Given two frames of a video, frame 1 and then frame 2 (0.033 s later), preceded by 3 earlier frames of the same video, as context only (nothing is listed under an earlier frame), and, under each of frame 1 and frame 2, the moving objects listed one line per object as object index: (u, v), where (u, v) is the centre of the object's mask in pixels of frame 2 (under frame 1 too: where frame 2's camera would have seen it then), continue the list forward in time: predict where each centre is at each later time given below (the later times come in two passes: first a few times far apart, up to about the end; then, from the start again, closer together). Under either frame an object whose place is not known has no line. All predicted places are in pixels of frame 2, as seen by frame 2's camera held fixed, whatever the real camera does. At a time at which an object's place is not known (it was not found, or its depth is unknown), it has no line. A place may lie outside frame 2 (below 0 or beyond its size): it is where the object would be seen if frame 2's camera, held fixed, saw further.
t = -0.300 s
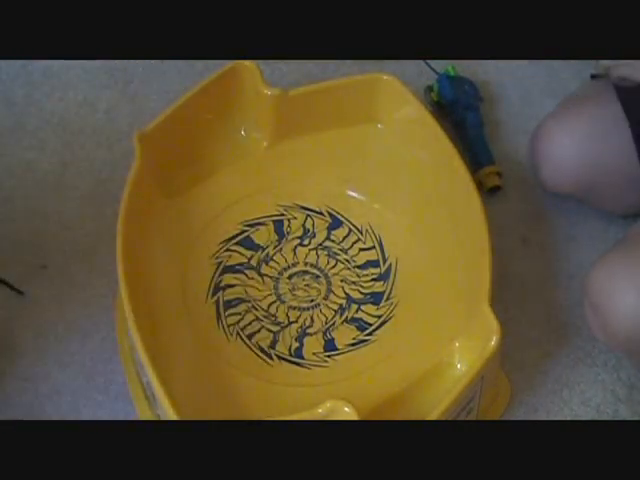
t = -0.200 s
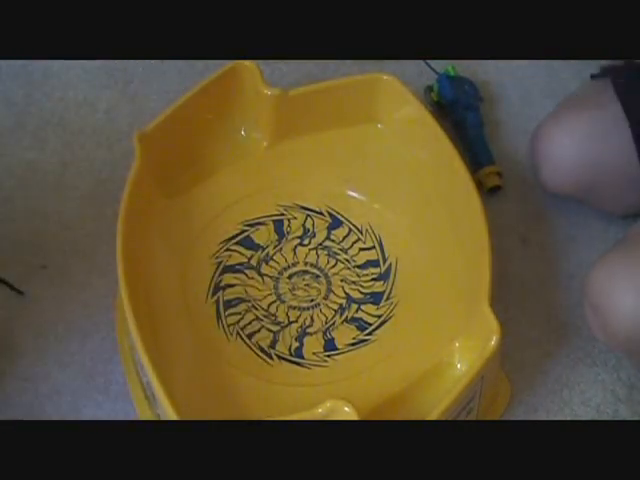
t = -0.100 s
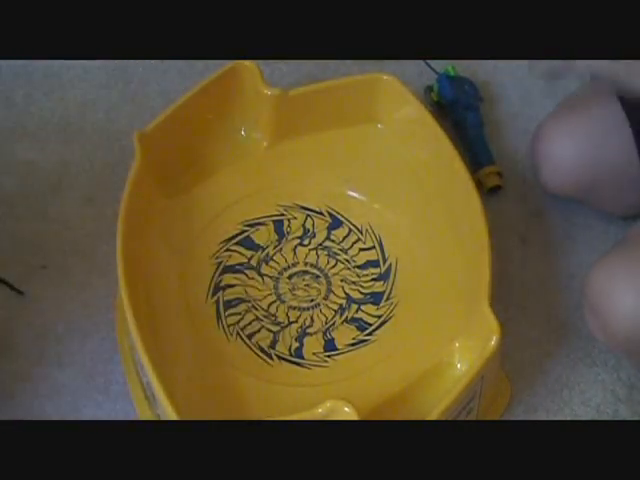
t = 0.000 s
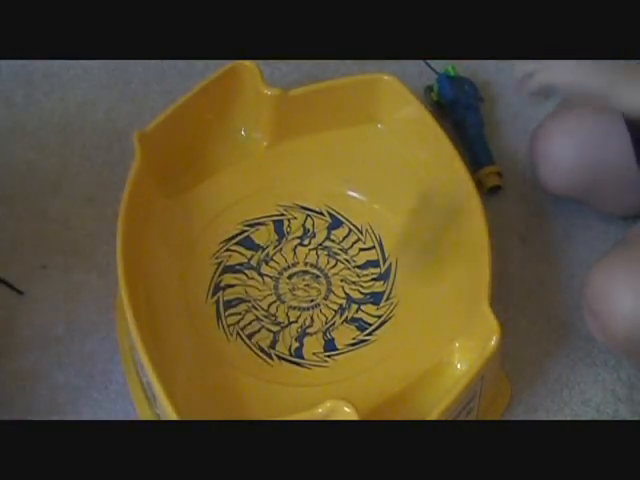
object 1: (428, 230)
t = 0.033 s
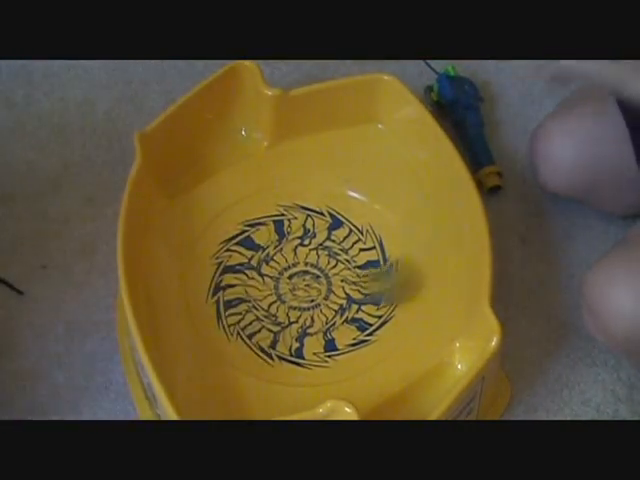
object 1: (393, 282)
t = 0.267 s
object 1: (203, 357)
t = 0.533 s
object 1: (314, 350)
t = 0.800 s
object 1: (359, 294)
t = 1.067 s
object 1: (350, 280)
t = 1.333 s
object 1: (342, 282)
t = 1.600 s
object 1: (332, 284)
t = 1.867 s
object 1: (316, 284)
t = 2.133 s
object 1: (303, 279)
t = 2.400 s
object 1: (294, 271)
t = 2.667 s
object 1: (289, 261)
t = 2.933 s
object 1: (289, 252)
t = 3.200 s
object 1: (293, 248)
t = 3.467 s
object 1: (299, 249)
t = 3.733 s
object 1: (306, 255)
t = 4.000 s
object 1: (308, 263)
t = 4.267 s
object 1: (306, 273)
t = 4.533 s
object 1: (298, 281)
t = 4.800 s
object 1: (292, 286)
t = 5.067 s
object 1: (283, 286)
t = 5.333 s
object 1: (275, 280)
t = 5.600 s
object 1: (276, 273)
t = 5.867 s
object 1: (280, 267)
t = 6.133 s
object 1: (289, 264)
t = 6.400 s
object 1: (300, 265)
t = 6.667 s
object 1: (306, 270)
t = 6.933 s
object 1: (311, 278)
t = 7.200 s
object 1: (307, 285)
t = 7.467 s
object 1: (302, 289)
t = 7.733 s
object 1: (295, 288)
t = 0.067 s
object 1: (357, 291)
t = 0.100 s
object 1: (308, 316)
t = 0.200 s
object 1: (190, 359)
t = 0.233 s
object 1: (190, 355)
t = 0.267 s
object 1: (203, 357)
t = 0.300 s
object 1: (218, 363)
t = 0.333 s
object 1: (234, 371)
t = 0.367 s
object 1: (247, 365)
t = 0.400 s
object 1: (261, 364)
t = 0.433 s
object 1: (276, 368)
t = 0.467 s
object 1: (290, 360)
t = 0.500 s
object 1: (303, 357)
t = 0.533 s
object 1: (314, 350)
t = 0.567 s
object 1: (326, 343)
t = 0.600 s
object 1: (336, 334)
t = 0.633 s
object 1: (341, 328)
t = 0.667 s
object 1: (347, 321)
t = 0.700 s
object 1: (352, 314)
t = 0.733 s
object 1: (356, 307)
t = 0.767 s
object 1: (358, 300)
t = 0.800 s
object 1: (359, 294)
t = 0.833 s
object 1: (359, 291)
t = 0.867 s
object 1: (359, 288)
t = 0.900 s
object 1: (358, 285)
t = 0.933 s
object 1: (356, 284)
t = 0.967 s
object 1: (355, 283)
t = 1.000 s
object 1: (353, 282)
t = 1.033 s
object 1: (352, 281)
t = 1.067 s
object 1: (350, 280)
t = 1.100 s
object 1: (349, 280)
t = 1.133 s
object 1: (349, 281)
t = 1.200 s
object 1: (345, 280)
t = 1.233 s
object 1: (344, 280)
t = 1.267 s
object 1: (343, 281)
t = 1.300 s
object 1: (342, 281)
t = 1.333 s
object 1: (342, 282)
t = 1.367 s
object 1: (340, 282)
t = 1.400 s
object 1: (340, 283)
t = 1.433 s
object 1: (339, 283)
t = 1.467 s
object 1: (337, 283)
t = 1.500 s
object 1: (335, 284)
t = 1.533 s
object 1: (335, 285)
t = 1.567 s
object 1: (332, 285)
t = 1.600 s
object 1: (332, 284)
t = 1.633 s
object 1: (331, 284)
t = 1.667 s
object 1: (328, 284)
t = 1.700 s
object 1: (326, 283)
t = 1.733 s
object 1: (325, 283)
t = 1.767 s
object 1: (323, 284)
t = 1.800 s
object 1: (321, 284)
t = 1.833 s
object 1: (319, 284)
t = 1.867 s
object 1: (316, 284)
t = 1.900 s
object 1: (314, 283)
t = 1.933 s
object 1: (313, 281)
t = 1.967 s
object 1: (311, 281)
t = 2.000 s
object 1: (310, 280)
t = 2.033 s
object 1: (308, 280)
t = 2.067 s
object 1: (306, 279)
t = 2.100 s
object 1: (305, 280)
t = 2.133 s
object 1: (303, 279)
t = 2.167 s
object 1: (302, 277)
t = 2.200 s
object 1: (302, 275)
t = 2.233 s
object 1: (300, 276)
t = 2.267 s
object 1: (299, 275)
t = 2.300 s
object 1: (298, 273)
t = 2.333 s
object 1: (296, 272)
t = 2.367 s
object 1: (295, 272)
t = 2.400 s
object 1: (294, 271)
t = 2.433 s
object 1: (294, 269)
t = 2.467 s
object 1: (293, 270)
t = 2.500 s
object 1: (292, 267)
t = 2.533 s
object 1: (291, 267)
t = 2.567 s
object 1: (289, 264)
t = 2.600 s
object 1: (290, 263)
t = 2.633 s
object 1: (290, 264)
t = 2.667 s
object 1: (289, 261)
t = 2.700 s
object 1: (288, 260)
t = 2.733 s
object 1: (288, 260)
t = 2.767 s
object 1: (288, 258)
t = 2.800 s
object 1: (288, 257)
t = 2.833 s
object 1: (288, 256)
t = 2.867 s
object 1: (288, 255)
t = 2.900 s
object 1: (288, 255)
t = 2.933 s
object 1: (289, 252)
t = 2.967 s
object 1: (289, 253)
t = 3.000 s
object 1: (289, 251)
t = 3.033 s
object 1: (289, 250)
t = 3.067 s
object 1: (291, 250)
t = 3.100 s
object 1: (291, 250)
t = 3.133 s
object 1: (292, 248)
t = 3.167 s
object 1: (292, 249)
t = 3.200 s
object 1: (293, 248)
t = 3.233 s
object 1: (294, 249)
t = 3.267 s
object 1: (295, 248)
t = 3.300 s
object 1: (296, 247)
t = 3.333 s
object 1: (296, 247)
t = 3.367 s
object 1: (297, 247)
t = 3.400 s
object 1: (298, 247)
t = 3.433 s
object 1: (299, 248)
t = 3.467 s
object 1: (299, 249)
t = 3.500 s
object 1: (300, 250)
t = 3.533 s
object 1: (301, 249)
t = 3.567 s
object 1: (301, 249)
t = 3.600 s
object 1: (302, 250)
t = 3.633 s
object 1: (303, 252)
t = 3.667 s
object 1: (304, 252)
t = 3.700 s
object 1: (305, 254)
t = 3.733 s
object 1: (306, 255)
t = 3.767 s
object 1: (307, 254)
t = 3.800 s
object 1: (306, 257)
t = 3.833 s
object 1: (307, 256)
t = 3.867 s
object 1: (308, 259)
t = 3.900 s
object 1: (308, 259)
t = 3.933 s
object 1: (308, 261)
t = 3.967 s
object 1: (309, 262)
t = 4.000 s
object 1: (308, 263)
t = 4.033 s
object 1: (308, 265)
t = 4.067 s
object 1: (309, 266)
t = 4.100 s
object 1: (309, 266)
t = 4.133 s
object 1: (308, 268)
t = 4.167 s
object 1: (307, 270)
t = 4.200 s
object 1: (307, 271)
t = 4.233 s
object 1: (307, 271)
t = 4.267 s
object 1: (306, 273)
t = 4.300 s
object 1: (305, 273)
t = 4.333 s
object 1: (304, 276)
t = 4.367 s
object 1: (304, 277)
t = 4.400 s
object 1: (303, 278)
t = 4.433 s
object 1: (303, 279)
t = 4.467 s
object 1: (301, 280)
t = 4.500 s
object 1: (300, 279)
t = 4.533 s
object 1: (298, 281)
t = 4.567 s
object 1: (298, 282)
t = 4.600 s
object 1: (296, 283)
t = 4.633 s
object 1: (295, 283)
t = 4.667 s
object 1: (295, 284)
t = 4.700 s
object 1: (295, 285)
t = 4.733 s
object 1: (295, 285)
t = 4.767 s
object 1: (292, 285)
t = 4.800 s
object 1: (292, 286)
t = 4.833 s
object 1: (289, 285)
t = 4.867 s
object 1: (288, 286)
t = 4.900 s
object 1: (286, 286)
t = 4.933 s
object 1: (288, 286)
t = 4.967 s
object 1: (287, 285)
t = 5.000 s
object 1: (285, 286)
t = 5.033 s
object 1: (284, 285)
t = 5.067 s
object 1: (283, 286)
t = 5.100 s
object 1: (281, 286)
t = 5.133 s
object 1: (280, 284)
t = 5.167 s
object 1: (278, 283)
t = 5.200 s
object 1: (278, 284)
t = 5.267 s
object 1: (276, 281)
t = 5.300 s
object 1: (276, 281)
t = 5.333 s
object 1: (275, 280)
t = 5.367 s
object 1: (275, 279)
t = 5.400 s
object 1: (275, 278)
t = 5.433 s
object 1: (275, 277)
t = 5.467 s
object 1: (275, 276)
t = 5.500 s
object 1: (275, 276)
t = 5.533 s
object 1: (275, 275)
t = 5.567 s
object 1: (275, 274)
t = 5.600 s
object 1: (276, 273)
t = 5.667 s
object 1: (276, 272)
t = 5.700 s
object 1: (277, 272)
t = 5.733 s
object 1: (277, 270)
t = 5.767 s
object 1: (278, 269)
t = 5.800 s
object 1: (278, 269)
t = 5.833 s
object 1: (279, 268)
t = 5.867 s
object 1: (280, 267)
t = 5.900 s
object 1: (280, 266)
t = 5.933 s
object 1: (281, 265)
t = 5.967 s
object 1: (283, 265)
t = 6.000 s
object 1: (285, 266)
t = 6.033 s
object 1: (286, 264)
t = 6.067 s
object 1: (288, 265)
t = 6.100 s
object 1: (289, 264)
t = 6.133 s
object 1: (289, 264)
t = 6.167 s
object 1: (291, 263)
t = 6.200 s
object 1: (292, 263)
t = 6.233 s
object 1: (294, 264)
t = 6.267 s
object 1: (295, 263)
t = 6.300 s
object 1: (296, 263)
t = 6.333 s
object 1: (298, 263)
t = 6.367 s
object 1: (299, 264)
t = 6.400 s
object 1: (300, 265)
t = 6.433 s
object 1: (303, 265)
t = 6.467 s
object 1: (304, 266)
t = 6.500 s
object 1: (304, 266)
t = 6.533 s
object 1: (303, 266)
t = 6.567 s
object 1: (304, 267)
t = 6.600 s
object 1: (305, 268)
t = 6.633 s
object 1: (306, 268)
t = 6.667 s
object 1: (306, 270)
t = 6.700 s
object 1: (308, 271)
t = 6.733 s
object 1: (308, 272)
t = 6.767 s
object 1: (309, 271)
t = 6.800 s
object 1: (309, 272)
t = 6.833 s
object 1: (311, 274)
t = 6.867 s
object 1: (310, 274)
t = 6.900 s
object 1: (310, 277)
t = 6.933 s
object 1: (311, 278)
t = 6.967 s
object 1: (311, 279)
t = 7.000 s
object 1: (311, 278)
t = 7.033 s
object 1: (310, 280)
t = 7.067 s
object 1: (310, 282)
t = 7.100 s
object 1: (309, 284)
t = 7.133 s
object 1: (309, 284)
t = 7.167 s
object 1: (308, 283)
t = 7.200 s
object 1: (307, 285)
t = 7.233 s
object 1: (307, 286)
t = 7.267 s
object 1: (306, 285)
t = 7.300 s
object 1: (307, 286)
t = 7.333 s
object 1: (306, 288)
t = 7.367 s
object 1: (305, 289)
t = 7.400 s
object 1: (304, 288)
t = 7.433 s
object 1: (303, 290)
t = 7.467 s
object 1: (302, 289)
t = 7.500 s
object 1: (301, 291)
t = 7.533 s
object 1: (300, 289)
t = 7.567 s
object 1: (298, 290)
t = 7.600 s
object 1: (298, 289)
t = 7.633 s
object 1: (298, 291)
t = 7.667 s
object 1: (296, 288)
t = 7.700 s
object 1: (295, 290)
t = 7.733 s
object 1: (295, 288)
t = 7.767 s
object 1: (294, 290)
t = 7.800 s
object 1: (294, 289)
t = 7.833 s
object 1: (295, 288)
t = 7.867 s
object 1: (297, 287)
